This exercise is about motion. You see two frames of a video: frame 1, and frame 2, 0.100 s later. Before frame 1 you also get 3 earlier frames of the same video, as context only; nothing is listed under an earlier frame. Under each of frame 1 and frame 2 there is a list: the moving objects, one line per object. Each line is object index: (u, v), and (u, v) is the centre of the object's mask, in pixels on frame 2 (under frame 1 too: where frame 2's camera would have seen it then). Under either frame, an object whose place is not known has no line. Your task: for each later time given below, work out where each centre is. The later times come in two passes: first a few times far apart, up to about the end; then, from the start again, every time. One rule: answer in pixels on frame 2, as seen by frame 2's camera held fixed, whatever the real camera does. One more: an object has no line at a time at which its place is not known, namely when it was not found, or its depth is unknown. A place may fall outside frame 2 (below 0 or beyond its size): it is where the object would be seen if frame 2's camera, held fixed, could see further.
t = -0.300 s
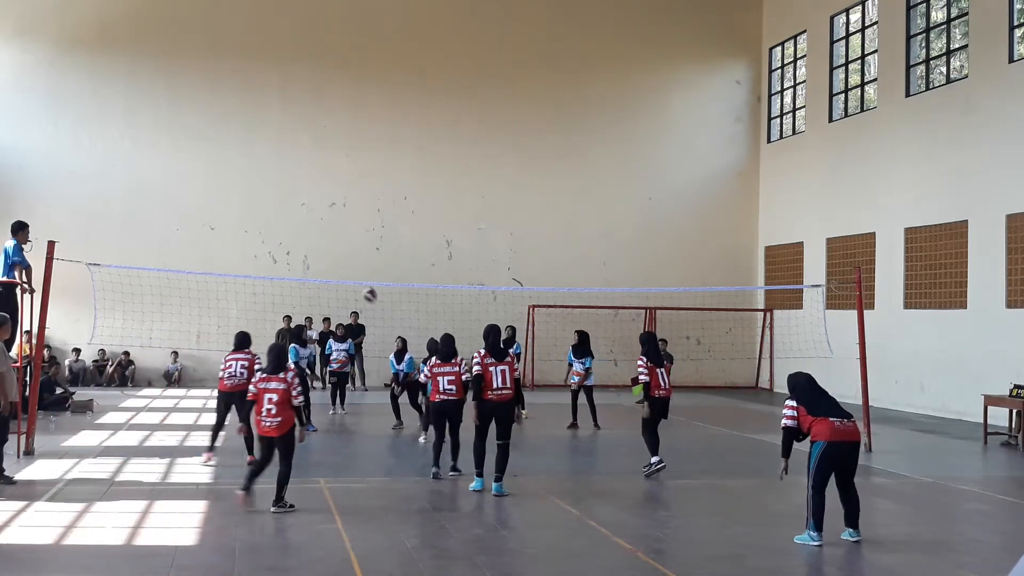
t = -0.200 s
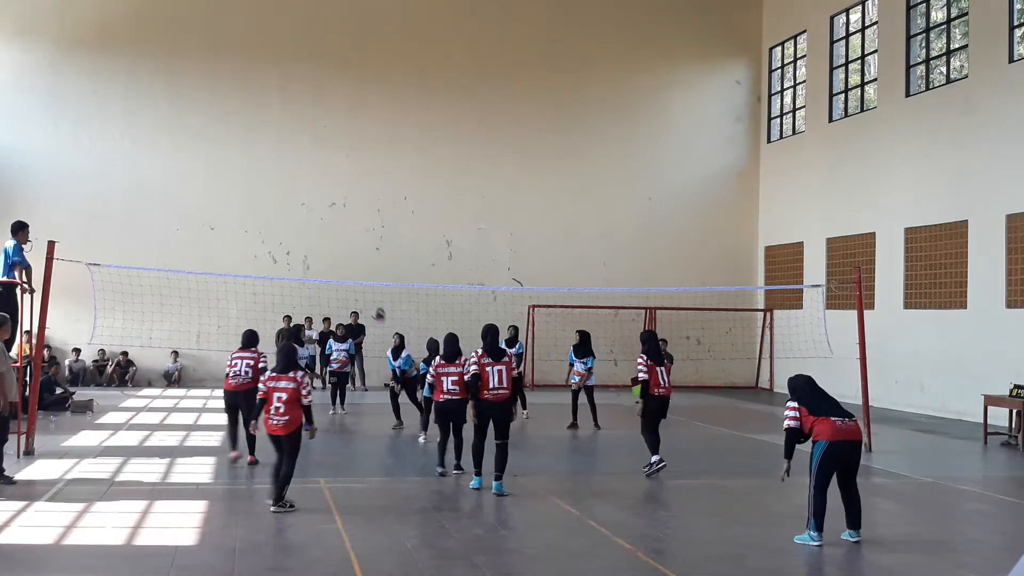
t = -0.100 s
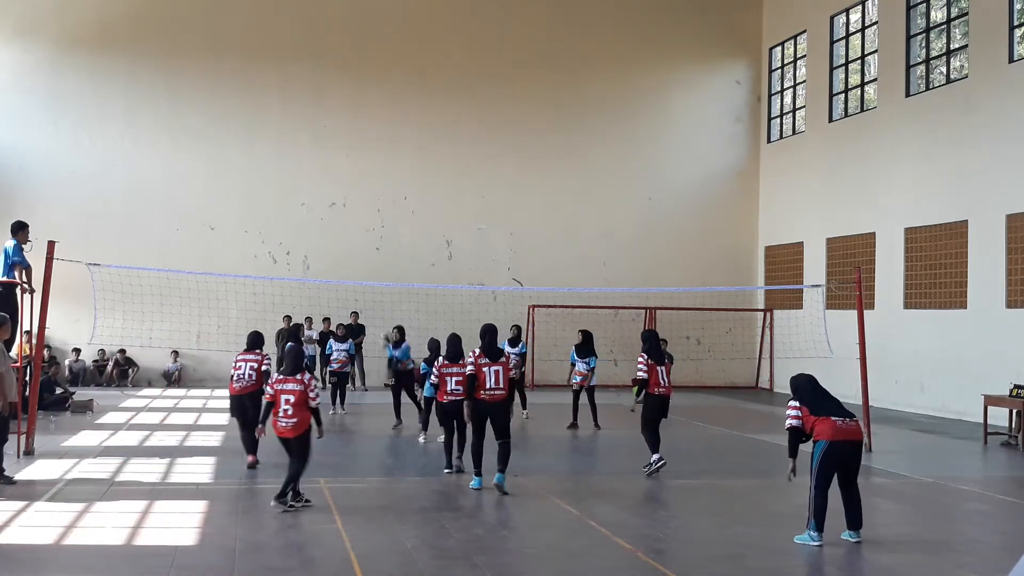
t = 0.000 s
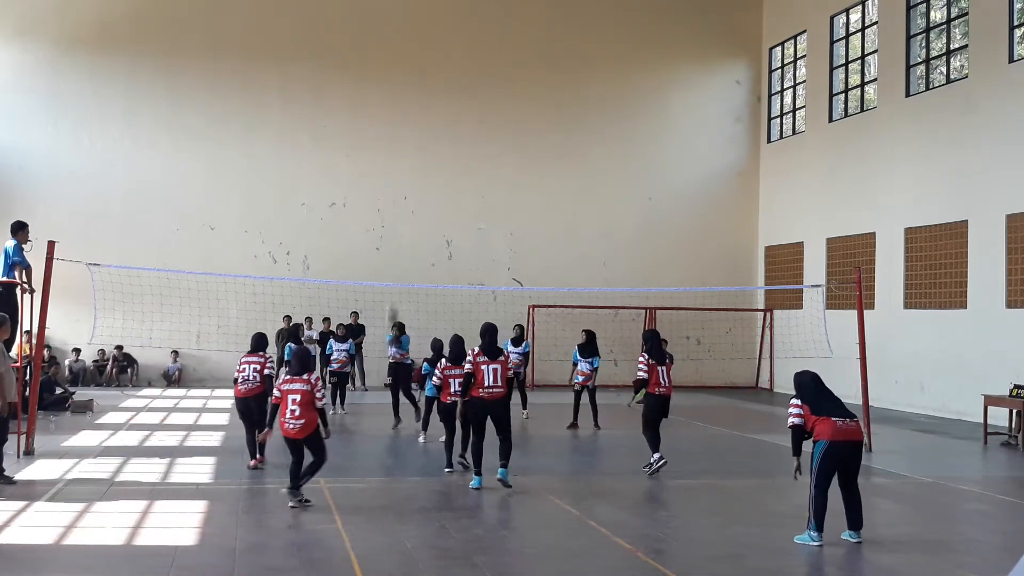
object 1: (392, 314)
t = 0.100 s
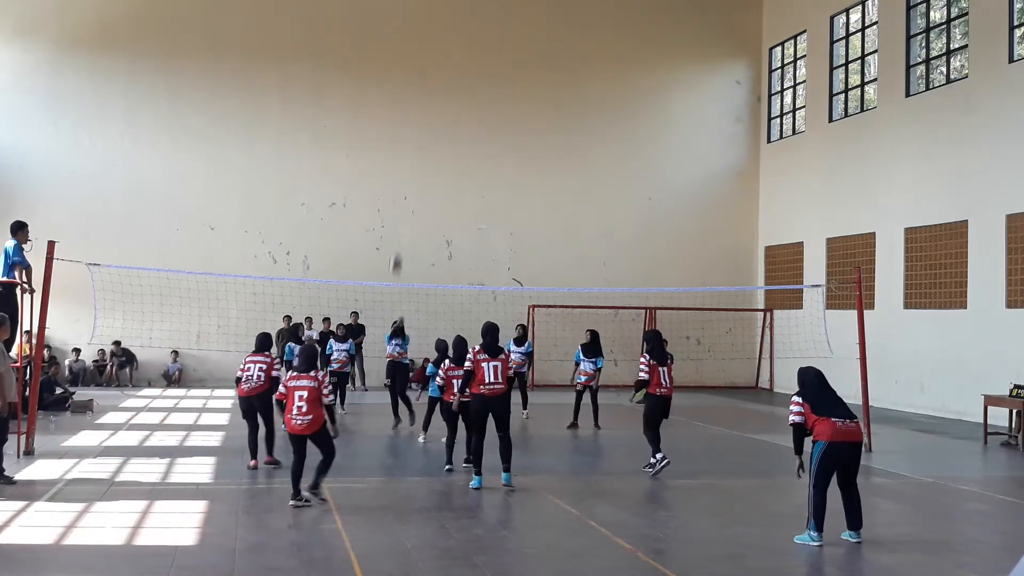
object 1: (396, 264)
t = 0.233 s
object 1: (400, 200)
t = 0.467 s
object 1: (405, 113)
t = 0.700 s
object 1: (409, 61)
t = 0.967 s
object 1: (413, 52)
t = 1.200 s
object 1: (417, 97)
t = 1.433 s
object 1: (423, 202)
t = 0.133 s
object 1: (396, 248)
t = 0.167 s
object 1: (398, 231)
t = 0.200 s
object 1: (399, 216)
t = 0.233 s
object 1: (400, 200)
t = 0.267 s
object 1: (400, 186)
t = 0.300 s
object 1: (401, 172)
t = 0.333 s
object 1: (402, 159)
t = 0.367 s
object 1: (403, 146)
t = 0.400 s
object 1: (404, 134)
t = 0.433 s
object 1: (404, 123)
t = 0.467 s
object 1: (405, 113)
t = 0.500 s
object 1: (406, 103)
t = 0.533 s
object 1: (406, 94)
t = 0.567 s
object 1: (407, 86)
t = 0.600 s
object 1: (408, 79)
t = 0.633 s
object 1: (409, 71)
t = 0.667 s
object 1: (409, 66)
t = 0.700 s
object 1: (409, 61)
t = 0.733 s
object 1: (409, 57)
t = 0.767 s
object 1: (410, 53)
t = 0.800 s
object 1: (411, 51)
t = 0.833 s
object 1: (412, 49)
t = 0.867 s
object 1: (412, 49)
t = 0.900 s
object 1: (412, 49)
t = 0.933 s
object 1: (413, 50)
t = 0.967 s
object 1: (413, 52)
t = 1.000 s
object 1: (414, 55)
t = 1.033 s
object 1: (415, 60)
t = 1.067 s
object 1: (415, 65)
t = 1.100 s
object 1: (416, 72)
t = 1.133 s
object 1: (416, 79)
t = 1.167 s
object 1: (417, 87)
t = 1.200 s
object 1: (417, 97)
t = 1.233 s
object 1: (418, 109)
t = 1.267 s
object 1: (419, 121)
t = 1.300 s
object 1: (419, 135)
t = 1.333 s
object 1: (420, 149)
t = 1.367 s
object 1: (420, 165)
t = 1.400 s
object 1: (421, 183)
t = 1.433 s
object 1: (423, 202)
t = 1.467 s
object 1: (422, 221)
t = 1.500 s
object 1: (423, 243)
